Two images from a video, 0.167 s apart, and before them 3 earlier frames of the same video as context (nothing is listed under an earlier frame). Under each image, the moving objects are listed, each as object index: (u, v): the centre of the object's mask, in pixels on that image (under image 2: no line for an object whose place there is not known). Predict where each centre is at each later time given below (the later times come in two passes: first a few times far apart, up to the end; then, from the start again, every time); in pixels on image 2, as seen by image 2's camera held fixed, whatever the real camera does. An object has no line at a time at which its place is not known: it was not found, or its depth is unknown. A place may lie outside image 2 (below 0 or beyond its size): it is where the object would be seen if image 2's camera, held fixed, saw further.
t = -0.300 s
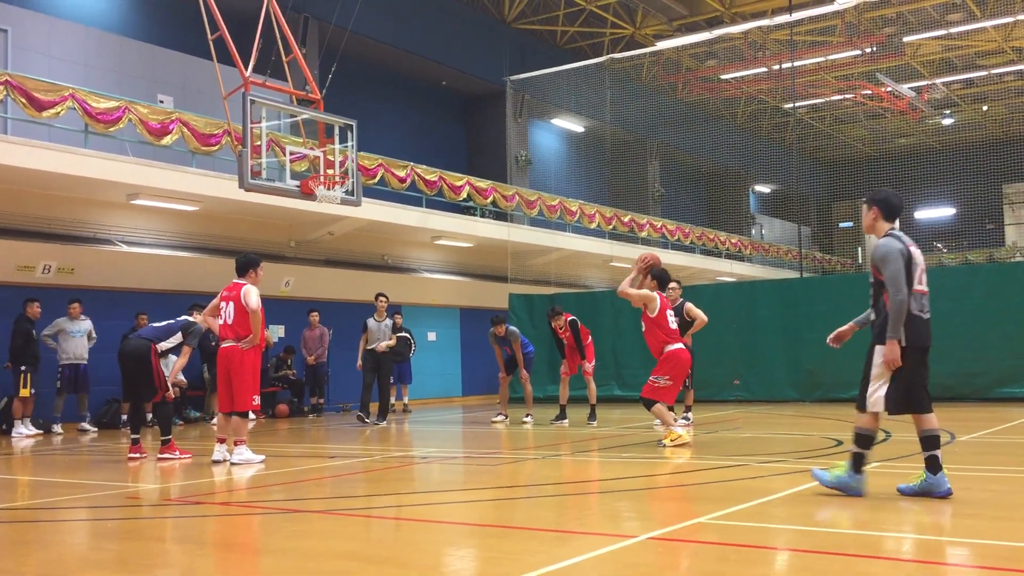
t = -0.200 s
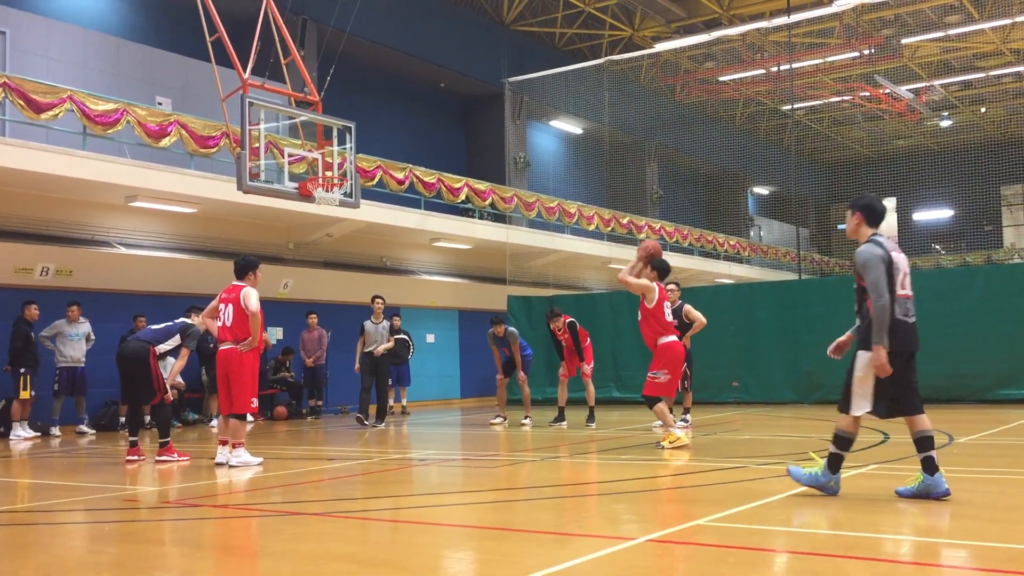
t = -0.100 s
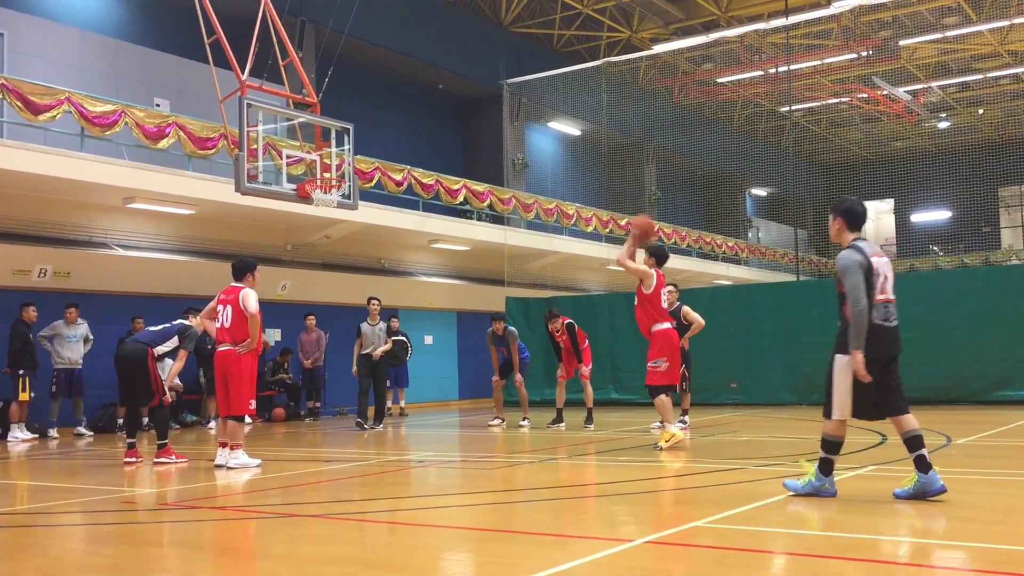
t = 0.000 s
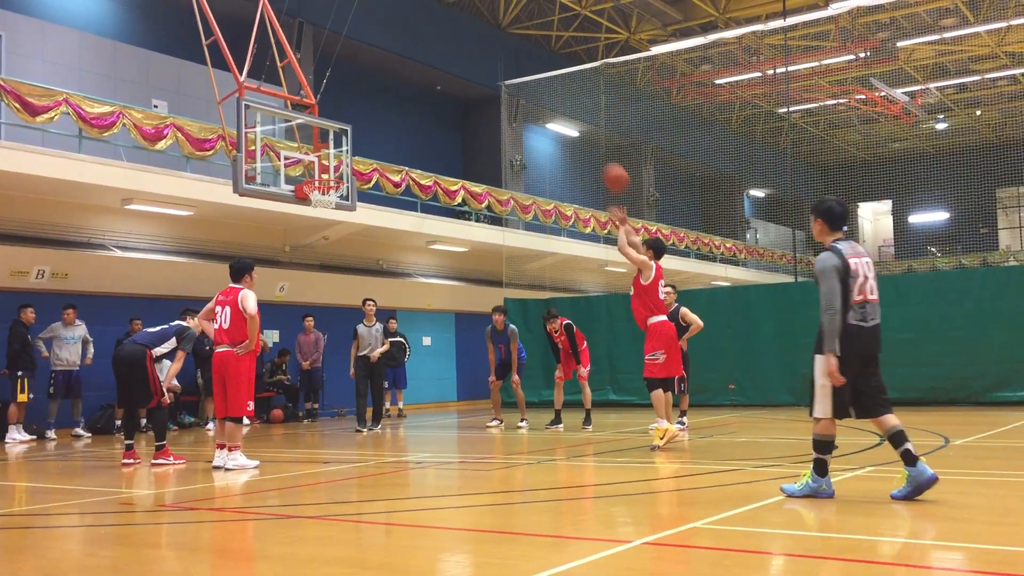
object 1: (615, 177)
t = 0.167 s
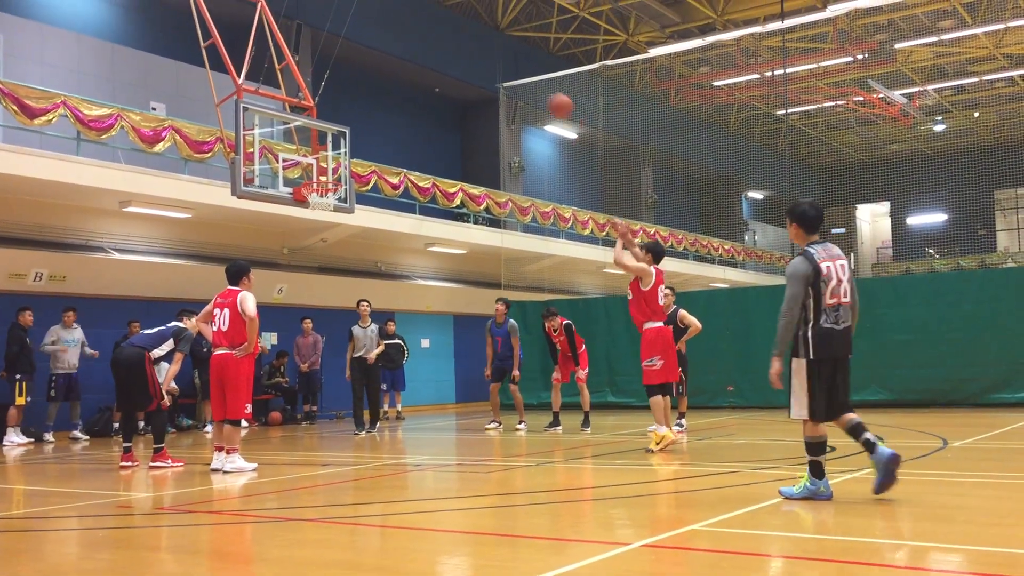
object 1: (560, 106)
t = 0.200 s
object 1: (550, 95)
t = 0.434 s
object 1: (485, 49)
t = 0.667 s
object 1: (427, 52)
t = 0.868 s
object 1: (383, 91)
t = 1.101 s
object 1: (335, 173)
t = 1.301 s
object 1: (316, 207)
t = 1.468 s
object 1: (316, 227)
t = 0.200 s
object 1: (550, 95)
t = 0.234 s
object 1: (541, 85)
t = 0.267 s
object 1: (530, 76)
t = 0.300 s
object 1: (521, 68)
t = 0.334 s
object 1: (511, 62)
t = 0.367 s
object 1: (502, 57)
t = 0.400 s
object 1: (494, 53)
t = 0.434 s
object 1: (485, 49)
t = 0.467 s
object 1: (475, 46)
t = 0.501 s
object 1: (468, 45)
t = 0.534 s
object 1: (459, 45)
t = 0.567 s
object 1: (451, 45)
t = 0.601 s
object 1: (443, 47)
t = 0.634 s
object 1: (435, 49)
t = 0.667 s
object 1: (427, 52)
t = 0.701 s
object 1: (420, 57)
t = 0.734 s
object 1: (412, 62)
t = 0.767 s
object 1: (405, 68)
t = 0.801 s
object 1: (397, 75)
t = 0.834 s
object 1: (390, 83)
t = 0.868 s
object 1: (383, 91)
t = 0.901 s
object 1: (376, 101)
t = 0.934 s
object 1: (369, 111)
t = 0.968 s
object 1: (362, 121)
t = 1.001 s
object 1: (356, 133)
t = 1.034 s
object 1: (349, 145)
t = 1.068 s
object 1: (342, 159)
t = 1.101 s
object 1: (335, 173)
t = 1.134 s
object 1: (330, 176)
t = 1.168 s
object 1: (325, 179)
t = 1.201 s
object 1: (320, 191)
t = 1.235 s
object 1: (319, 194)
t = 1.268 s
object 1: (316, 204)
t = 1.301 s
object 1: (316, 207)
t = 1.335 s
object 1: (315, 209)
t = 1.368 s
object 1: (315, 212)
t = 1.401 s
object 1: (315, 216)
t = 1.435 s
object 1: (315, 221)
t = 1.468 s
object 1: (316, 227)
